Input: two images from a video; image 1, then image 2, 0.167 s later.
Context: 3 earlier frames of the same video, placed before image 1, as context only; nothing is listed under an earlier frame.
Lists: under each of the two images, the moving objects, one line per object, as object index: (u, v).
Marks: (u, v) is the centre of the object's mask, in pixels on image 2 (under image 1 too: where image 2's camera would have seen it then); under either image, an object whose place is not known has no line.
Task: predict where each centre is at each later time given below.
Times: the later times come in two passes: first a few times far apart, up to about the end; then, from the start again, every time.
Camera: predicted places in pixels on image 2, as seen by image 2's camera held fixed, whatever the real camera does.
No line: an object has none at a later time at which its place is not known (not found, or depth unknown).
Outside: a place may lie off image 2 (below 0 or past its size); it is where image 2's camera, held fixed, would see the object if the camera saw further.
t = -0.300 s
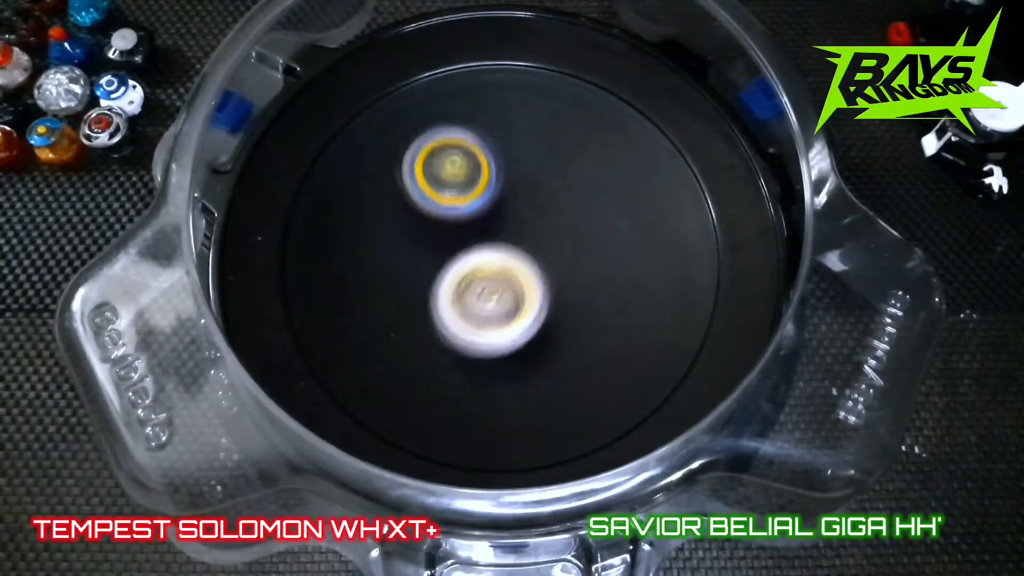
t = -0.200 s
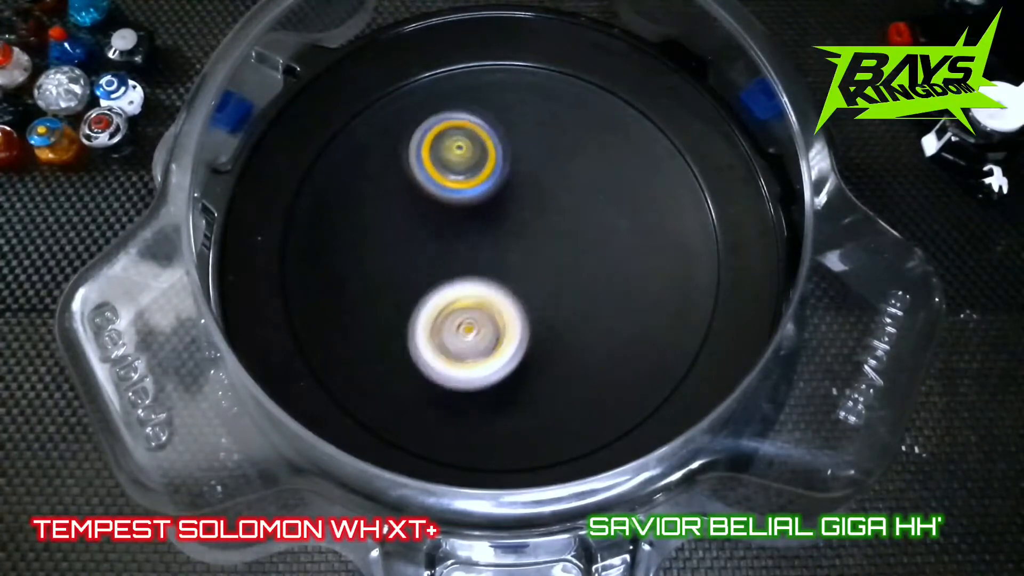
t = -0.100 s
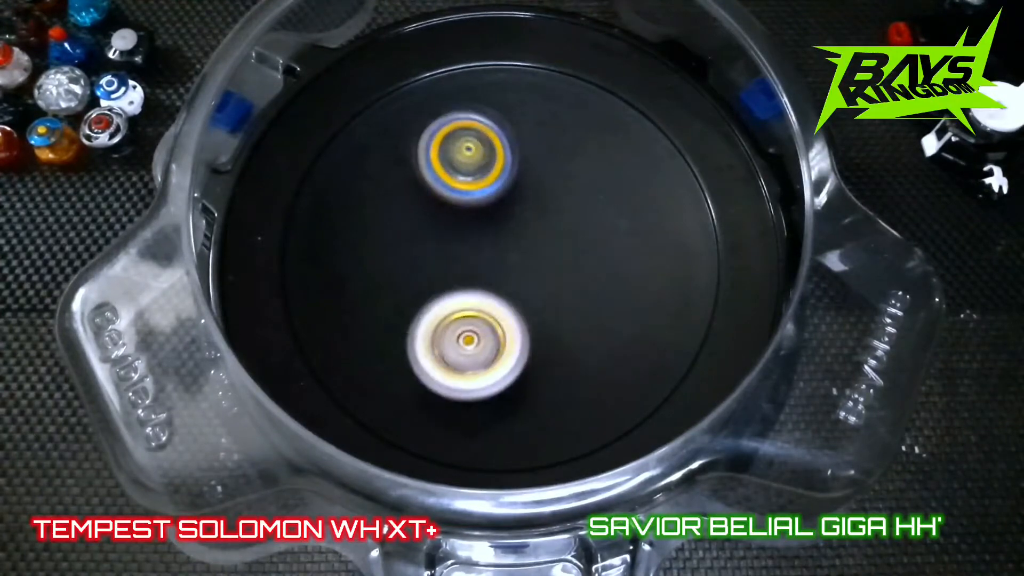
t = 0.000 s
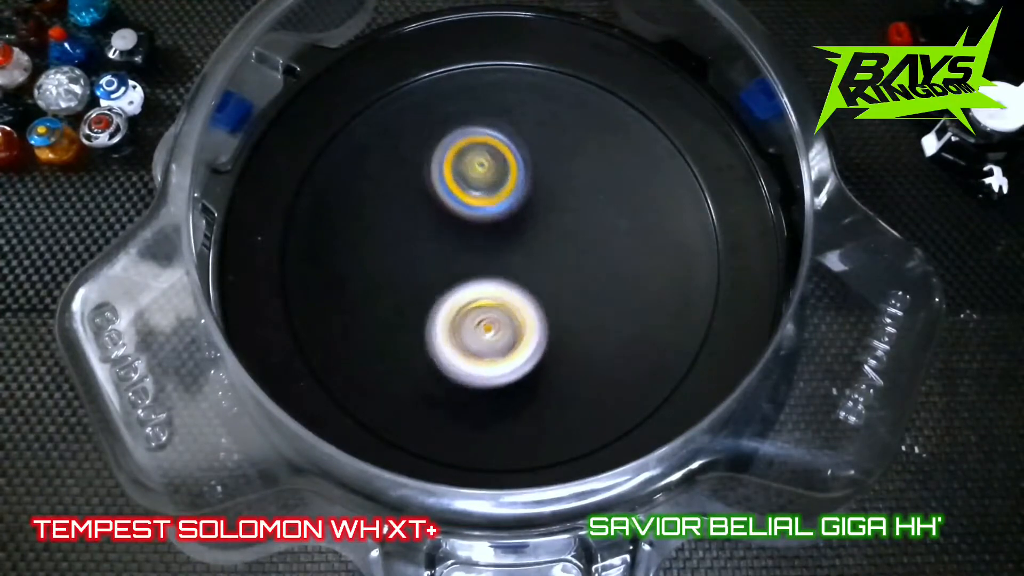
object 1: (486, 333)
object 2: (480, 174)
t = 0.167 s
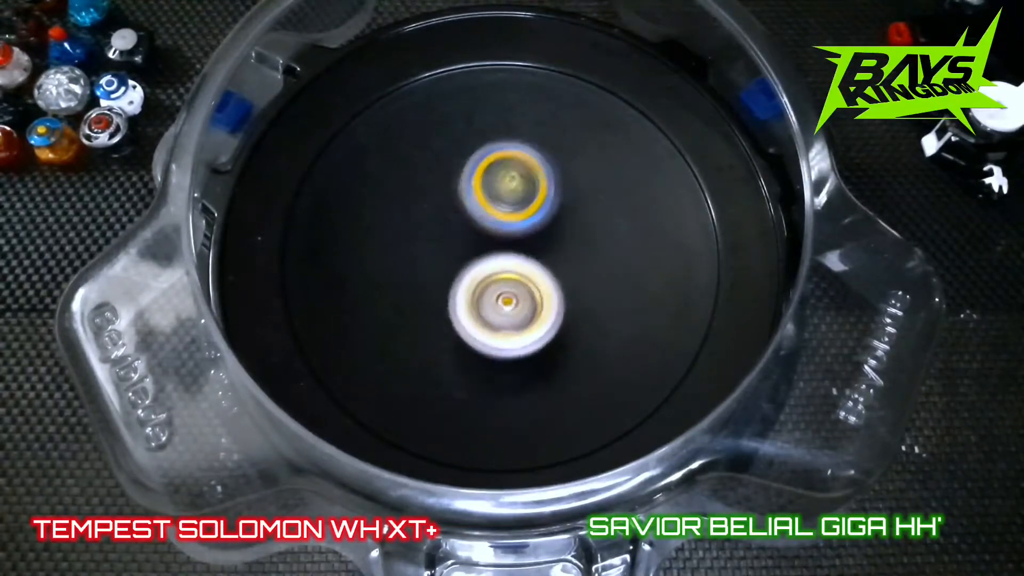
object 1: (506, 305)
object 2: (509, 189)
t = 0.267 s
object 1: (493, 308)
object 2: (524, 170)
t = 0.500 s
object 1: (461, 285)
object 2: (526, 184)
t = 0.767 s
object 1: (404, 319)
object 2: (569, 189)
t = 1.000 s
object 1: (487, 305)
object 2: (541, 214)
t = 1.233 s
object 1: (473, 302)
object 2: (559, 210)
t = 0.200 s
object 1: (503, 308)
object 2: (515, 181)
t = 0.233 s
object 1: (498, 309)
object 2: (521, 175)
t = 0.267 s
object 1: (493, 308)
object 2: (524, 170)
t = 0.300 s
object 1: (487, 307)
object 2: (528, 167)
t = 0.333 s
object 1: (481, 304)
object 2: (529, 166)
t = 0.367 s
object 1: (475, 300)
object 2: (531, 166)
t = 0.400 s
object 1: (470, 297)
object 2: (531, 169)
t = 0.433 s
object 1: (466, 293)
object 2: (530, 172)
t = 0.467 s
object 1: (463, 289)
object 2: (528, 178)
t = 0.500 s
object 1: (461, 285)
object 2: (526, 184)
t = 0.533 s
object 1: (460, 282)
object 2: (523, 192)
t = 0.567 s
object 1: (451, 285)
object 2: (526, 195)
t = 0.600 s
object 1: (433, 293)
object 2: (538, 192)
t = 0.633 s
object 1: (419, 300)
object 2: (548, 189)
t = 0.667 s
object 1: (409, 306)
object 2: (557, 188)
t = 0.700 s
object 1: (403, 311)
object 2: (564, 187)
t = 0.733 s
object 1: (402, 316)
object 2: (568, 187)
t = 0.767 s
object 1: (404, 319)
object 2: (569, 189)
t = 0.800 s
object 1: (411, 320)
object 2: (567, 192)
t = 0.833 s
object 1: (420, 321)
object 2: (563, 196)
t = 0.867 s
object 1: (433, 320)
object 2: (559, 200)
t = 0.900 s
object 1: (447, 318)
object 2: (553, 204)
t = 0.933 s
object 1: (462, 316)
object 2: (548, 208)
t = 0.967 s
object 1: (476, 311)
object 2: (544, 211)
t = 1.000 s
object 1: (487, 305)
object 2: (541, 214)
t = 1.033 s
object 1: (487, 309)
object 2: (546, 208)
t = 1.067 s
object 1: (486, 312)
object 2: (551, 204)
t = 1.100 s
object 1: (485, 314)
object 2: (555, 204)
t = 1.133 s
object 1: (483, 313)
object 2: (558, 206)
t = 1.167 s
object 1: (480, 310)
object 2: (560, 208)
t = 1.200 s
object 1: (477, 307)
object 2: (560, 209)
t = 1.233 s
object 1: (473, 302)
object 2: (559, 210)
